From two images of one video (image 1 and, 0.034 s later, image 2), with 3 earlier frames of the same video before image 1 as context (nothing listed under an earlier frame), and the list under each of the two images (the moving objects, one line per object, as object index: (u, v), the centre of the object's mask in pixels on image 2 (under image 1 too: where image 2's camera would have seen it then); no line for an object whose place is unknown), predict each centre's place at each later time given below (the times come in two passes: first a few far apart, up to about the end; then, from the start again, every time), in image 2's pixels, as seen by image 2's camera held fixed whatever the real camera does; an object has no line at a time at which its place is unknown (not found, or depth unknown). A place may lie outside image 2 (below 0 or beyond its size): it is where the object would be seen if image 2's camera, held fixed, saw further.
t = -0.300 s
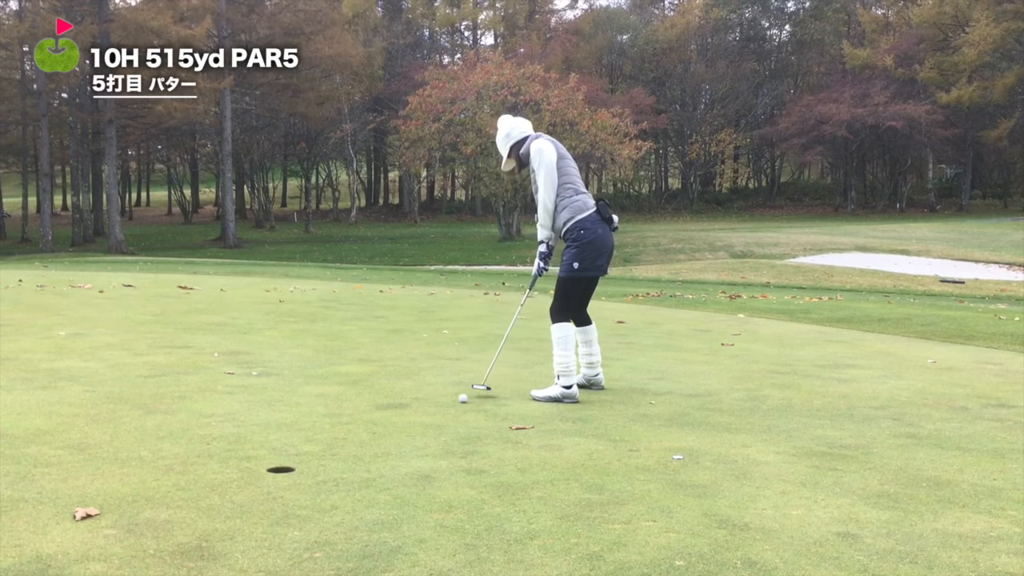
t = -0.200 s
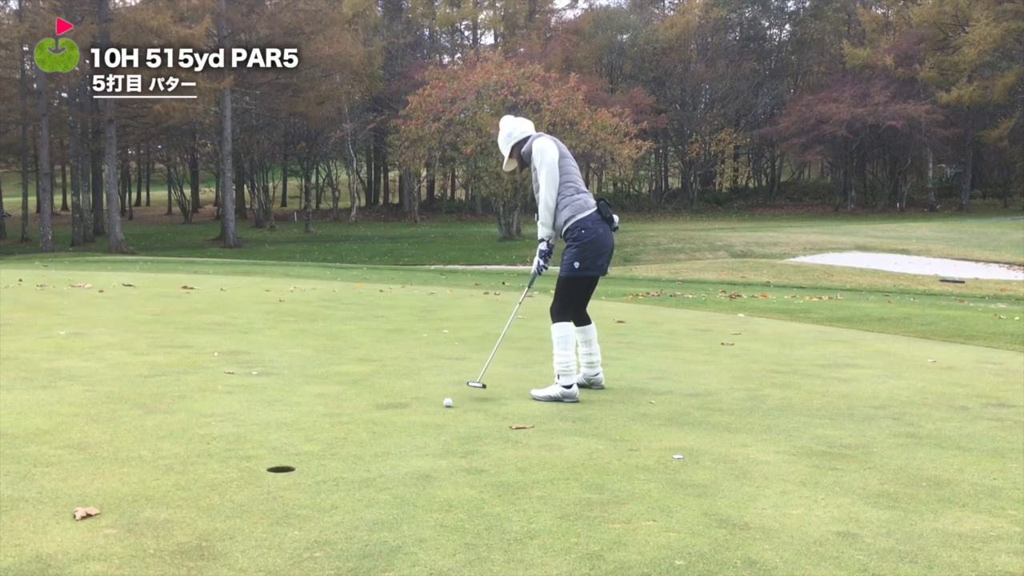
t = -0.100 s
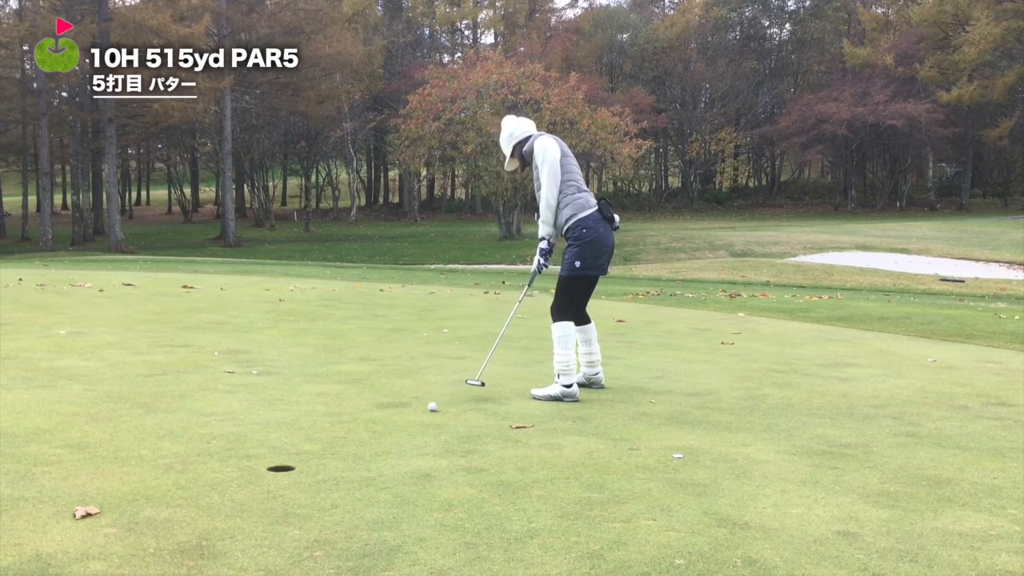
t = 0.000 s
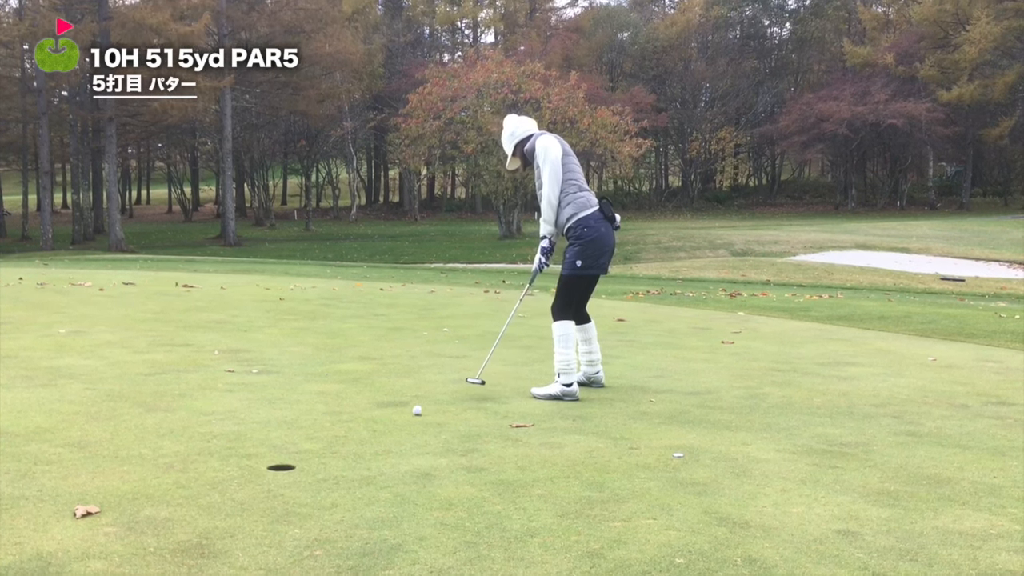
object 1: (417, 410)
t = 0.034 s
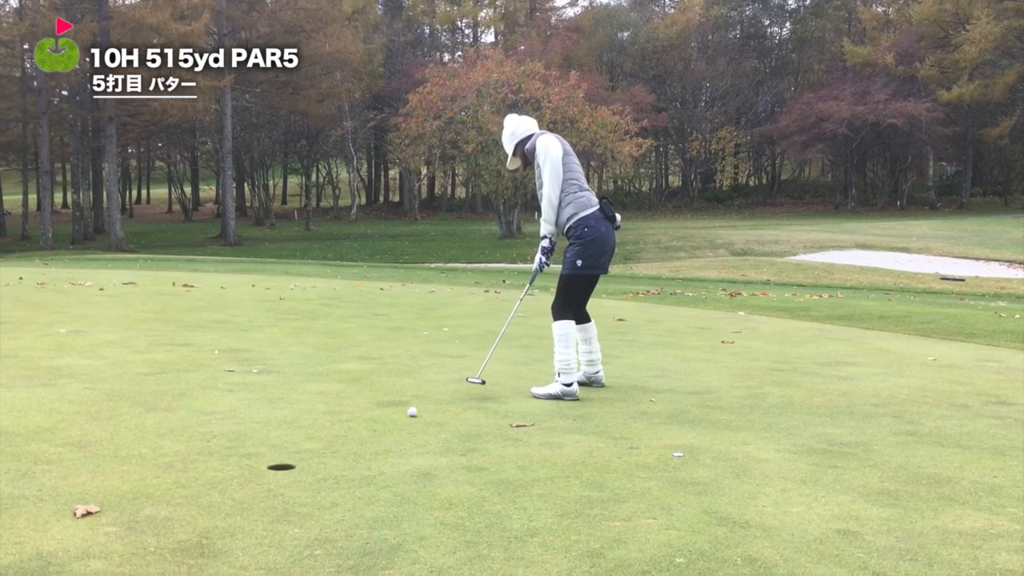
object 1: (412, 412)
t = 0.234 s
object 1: (382, 422)
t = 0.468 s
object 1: (345, 435)
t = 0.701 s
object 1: (309, 447)
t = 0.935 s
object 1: (275, 458)
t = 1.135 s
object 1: (267, 469)
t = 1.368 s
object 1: (267, 481)
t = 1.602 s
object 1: (269, 491)
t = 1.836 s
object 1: (275, 500)
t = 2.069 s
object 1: (282, 507)
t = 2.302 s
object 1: (288, 512)
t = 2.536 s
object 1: (293, 515)
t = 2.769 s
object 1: (298, 516)
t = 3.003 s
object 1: (297, 516)
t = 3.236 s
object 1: (297, 516)
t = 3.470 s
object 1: (297, 516)
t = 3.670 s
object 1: (297, 516)
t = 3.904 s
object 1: (297, 516)
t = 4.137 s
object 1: (297, 515)
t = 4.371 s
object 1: (297, 516)
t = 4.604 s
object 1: (297, 515)
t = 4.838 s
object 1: (297, 516)
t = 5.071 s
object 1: (297, 516)
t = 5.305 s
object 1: (297, 516)
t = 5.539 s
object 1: (297, 516)
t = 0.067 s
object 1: (407, 414)
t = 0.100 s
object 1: (402, 416)
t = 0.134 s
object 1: (397, 417)
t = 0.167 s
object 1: (392, 419)
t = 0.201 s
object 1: (387, 421)
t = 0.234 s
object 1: (382, 422)
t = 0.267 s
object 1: (376, 424)
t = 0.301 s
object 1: (371, 426)
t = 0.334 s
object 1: (366, 427)
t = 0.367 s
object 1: (361, 430)
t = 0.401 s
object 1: (355, 431)
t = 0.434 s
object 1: (350, 433)
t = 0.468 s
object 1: (345, 435)
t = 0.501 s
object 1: (339, 436)
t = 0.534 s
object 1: (334, 438)
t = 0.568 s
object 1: (329, 440)
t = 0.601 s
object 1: (324, 442)
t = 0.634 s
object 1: (319, 443)
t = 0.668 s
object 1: (314, 445)
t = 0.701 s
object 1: (309, 447)
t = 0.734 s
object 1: (304, 449)
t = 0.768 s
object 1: (300, 450)
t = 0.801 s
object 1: (294, 452)
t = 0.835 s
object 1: (289, 454)
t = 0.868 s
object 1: (284, 456)
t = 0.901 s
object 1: (280, 457)
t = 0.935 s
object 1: (275, 458)
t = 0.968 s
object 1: (270, 462)
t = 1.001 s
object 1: (269, 463)
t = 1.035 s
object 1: (269, 464)
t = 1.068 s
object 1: (268, 465)
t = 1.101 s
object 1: (267, 467)
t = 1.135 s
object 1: (267, 469)
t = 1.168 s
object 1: (267, 471)
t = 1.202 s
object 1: (267, 473)
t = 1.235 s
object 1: (267, 474)
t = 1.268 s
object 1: (267, 476)
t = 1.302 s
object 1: (267, 477)
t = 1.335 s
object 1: (267, 479)
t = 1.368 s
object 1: (267, 481)
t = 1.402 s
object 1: (267, 482)
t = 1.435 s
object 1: (267, 484)
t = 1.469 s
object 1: (267, 485)
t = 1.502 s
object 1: (268, 487)
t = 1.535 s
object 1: (268, 488)
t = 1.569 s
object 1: (269, 490)
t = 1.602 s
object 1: (269, 491)
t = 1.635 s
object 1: (270, 492)
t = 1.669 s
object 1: (270, 494)
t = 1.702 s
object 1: (271, 495)
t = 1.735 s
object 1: (272, 496)
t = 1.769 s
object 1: (273, 498)
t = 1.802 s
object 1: (274, 499)
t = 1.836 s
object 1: (275, 500)
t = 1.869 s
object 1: (276, 501)
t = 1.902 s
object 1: (277, 502)
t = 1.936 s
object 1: (278, 503)
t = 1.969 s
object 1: (279, 504)
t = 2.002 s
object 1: (281, 505)
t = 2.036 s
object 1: (282, 506)
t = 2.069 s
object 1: (282, 507)
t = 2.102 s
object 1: (284, 508)
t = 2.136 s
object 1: (284, 508)
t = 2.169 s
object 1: (285, 509)
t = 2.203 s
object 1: (286, 510)
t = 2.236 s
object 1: (287, 511)
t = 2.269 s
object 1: (287, 511)
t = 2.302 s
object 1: (288, 512)
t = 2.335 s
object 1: (289, 512)
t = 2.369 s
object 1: (289, 513)
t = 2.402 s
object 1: (290, 513)
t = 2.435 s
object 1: (291, 514)
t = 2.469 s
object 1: (292, 514)
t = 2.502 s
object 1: (292, 514)
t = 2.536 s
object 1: (293, 515)
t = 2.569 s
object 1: (294, 515)
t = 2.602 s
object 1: (295, 515)
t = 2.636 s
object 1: (296, 516)
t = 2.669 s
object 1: (297, 516)
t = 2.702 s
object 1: (297, 516)
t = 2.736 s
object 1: (297, 516)
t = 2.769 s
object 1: (298, 516)
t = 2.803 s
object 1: (298, 516)
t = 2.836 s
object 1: (298, 516)
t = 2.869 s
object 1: (298, 516)
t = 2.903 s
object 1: (298, 516)
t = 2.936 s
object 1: (297, 516)
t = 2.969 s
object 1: (297, 516)
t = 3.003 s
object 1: (297, 516)
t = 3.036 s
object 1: (297, 516)
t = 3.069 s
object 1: (297, 516)
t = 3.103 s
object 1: (297, 516)
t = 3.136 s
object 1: (297, 516)
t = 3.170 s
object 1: (297, 516)
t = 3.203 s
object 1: (297, 516)
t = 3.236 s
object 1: (297, 516)
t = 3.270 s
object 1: (297, 516)
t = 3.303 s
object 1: (297, 515)
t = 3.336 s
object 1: (297, 515)
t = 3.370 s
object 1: (297, 515)
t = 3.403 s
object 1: (297, 515)
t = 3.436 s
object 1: (297, 515)
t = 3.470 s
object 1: (297, 516)
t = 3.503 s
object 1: (297, 516)
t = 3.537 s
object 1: (297, 516)
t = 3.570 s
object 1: (297, 515)
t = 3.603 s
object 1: (297, 515)
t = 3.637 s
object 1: (297, 516)
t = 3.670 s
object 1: (297, 516)
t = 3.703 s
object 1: (297, 516)
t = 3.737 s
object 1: (297, 515)
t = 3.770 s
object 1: (297, 515)
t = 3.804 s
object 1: (297, 515)
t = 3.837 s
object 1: (297, 515)
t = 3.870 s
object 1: (297, 516)
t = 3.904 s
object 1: (297, 516)
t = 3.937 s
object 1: (297, 516)
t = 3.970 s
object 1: (297, 516)
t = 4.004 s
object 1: (297, 516)
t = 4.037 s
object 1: (297, 516)
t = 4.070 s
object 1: (297, 516)
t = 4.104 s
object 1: (297, 516)
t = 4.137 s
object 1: (297, 515)
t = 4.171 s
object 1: (297, 515)
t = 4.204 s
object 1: (297, 515)
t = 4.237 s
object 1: (297, 515)
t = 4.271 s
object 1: (297, 515)
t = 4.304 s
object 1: (297, 515)
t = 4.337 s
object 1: (297, 516)
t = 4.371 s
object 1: (297, 516)
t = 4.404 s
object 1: (297, 516)
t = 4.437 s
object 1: (297, 515)
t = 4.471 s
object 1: (297, 515)
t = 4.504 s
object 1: (297, 515)
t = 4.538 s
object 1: (297, 515)
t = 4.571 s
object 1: (297, 515)
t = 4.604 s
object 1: (297, 515)
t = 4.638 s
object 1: (297, 515)
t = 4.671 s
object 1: (297, 515)
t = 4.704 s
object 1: (298, 515)
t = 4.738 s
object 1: (297, 515)
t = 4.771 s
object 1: (298, 515)
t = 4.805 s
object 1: (297, 515)
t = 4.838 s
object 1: (297, 516)
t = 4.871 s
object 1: (297, 516)
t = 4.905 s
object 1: (297, 515)
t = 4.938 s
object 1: (297, 515)
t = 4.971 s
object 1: (297, 515)
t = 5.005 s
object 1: (297, 515)
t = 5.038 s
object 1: (297, 515)
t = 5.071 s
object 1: (297, 516)
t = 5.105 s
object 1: (297, 516)
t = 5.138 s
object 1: (297, 515)
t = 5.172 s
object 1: (297, 515)
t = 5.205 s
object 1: (297, 515)
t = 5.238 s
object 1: (297, 515)
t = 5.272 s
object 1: (297, 515)
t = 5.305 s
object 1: (297, 516)
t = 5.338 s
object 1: (297, 515)
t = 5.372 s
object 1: (297, 515)
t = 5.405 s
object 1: (297, 515)
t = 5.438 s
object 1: (297, 516)
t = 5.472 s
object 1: (297, 516)
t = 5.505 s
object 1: (297, 516)
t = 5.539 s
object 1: (297, 516)
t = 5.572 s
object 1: (297, 516)
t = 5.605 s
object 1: (297, 516)
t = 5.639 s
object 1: (297, 516)
